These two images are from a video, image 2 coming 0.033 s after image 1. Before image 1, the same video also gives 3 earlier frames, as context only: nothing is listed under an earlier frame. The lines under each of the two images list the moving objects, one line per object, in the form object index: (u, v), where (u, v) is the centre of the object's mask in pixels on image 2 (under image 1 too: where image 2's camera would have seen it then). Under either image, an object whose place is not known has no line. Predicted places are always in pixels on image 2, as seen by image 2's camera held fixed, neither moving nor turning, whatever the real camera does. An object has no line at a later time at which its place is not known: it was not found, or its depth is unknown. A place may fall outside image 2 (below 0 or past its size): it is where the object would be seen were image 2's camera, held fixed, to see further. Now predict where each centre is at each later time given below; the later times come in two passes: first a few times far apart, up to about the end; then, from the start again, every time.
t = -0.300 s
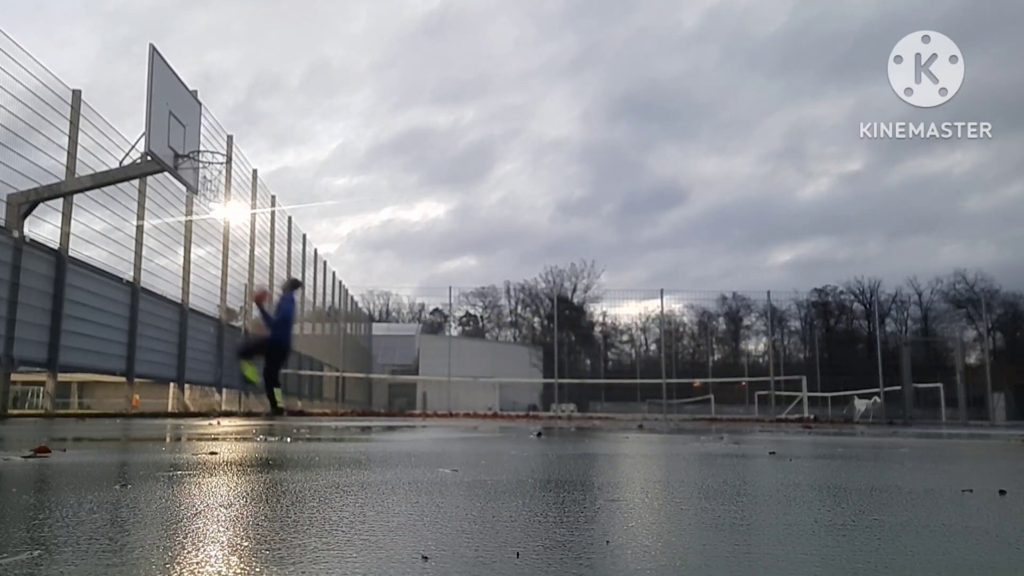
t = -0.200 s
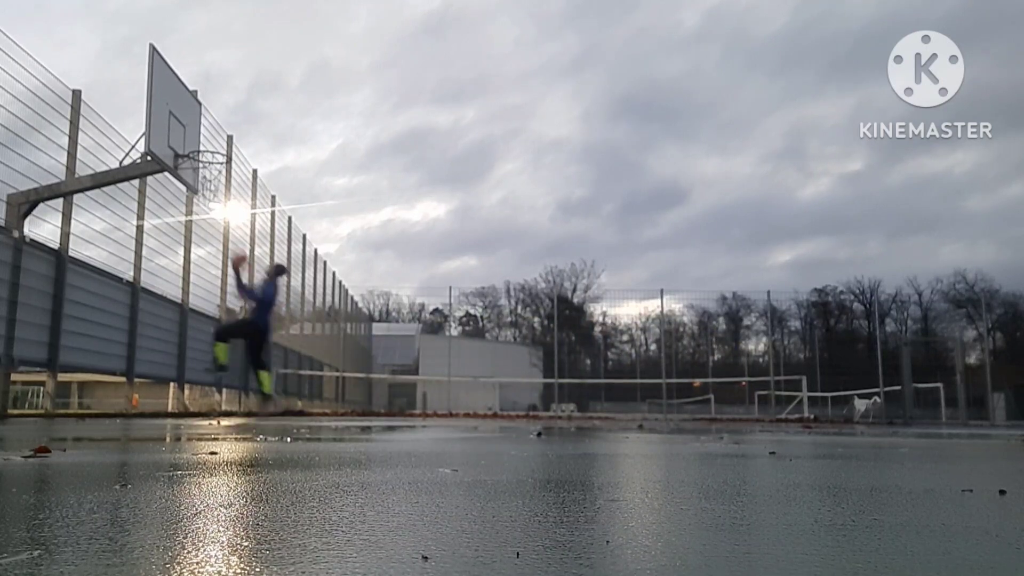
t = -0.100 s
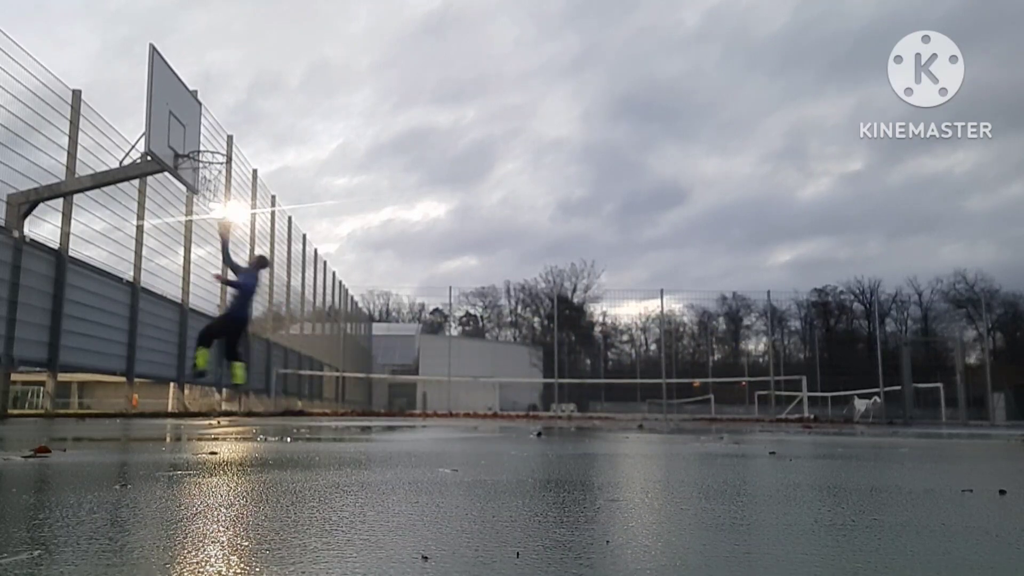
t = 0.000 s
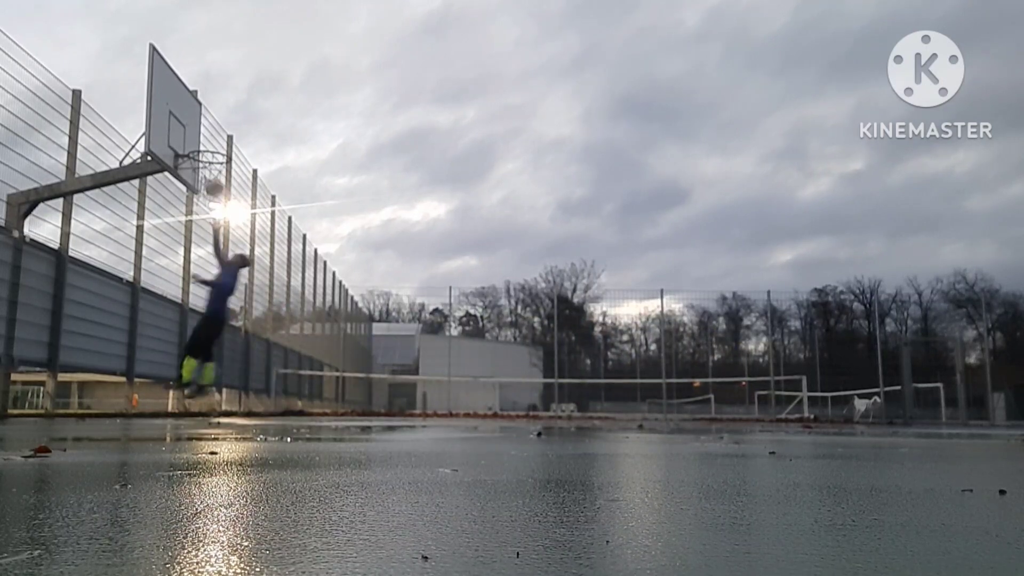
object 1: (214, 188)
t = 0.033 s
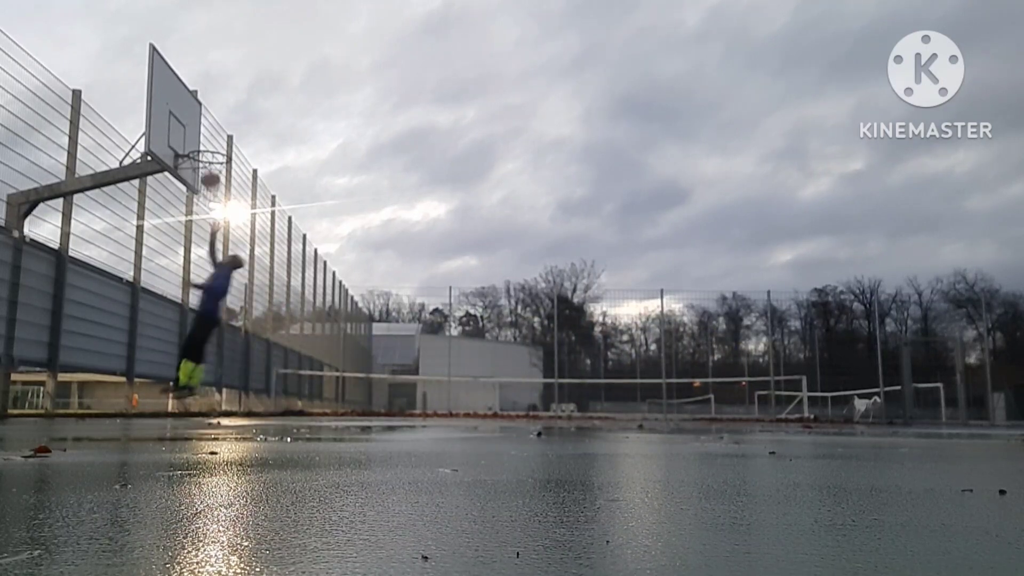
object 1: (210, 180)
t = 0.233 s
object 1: (207, 146)
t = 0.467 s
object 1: (220, 149)
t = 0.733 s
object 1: (202, 154)
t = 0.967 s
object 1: (219, 183)
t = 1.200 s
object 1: (240, 250)
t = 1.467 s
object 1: (257, 380)
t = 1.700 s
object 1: (273, 337)
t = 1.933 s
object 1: (286, 281)
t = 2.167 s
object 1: (296, 266)
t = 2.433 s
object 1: (306, 300)
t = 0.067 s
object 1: (206, 171)
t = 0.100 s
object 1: (202, 164)
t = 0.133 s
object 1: (200, 157)
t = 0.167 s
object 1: (203, 153)
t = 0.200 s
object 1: (205, 149)
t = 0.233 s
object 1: (207, 146)
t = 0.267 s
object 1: (209, 144)
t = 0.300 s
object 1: (211, 143)
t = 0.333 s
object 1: (213, 142)
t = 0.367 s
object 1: (215, 143)
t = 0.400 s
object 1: (216, 144)
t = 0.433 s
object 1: (218, 146)
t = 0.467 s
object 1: (220, 149)
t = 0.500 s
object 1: (222, 153)
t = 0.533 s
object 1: (220, 151)
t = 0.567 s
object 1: (218, 150)
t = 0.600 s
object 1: (215, 151)
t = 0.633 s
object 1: (213, 152)
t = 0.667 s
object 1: (209, 152)
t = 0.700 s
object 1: (206, 152)
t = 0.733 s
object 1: (202, 154)
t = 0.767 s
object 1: (200, 156)
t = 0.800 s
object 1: (203, 159)
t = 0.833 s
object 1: (207, 162)
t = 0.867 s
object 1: (210, 166)
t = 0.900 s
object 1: (213, 171)
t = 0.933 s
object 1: (216, 177)
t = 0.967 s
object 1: (219, 183)
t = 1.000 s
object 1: (222, 191)
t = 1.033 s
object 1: (225, 198)
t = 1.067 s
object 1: (229, 207)
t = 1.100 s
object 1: (232, 219)
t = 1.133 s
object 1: (237, 229)
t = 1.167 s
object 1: (238, 239)
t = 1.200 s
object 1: (240, 250)
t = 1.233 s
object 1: (242, 265)
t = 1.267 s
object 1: (246, 280)
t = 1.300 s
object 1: (247, 294)
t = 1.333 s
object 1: (249, 309)
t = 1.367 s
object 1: (253, 326)
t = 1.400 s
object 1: (254, 343)
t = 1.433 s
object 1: (256, 362)
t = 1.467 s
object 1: (257, 380)
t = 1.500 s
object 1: (260, 400)
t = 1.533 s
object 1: (262, 402)
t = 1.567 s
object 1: (265, 388)
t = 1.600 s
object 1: (267, 373)
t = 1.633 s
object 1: (269, 360)
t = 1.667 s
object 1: (272, 347)
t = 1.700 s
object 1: (273, 337)
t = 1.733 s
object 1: (276, 325)
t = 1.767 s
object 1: (278, 316)
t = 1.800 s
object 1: (280, 308)
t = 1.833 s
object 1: (281, 299)
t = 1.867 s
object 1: (283, 292)
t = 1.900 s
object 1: (285, 286)
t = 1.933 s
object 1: (286, 281)
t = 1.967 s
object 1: (288, 276)
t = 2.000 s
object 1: (290, 272)
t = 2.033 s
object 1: (291, 270)
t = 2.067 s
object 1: (293, 268)
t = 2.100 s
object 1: (294, 266)
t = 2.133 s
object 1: (295, 266)
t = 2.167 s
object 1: (296, 266)
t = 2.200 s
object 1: (298, 268)
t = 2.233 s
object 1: (299, 270)
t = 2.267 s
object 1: (300, 273)
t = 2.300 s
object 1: (301, 277)
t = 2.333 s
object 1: (302, 281)
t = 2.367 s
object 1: (304, 287)
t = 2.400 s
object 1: (305, 293)
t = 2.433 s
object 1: (306, 300)
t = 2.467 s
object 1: (306, 308)
